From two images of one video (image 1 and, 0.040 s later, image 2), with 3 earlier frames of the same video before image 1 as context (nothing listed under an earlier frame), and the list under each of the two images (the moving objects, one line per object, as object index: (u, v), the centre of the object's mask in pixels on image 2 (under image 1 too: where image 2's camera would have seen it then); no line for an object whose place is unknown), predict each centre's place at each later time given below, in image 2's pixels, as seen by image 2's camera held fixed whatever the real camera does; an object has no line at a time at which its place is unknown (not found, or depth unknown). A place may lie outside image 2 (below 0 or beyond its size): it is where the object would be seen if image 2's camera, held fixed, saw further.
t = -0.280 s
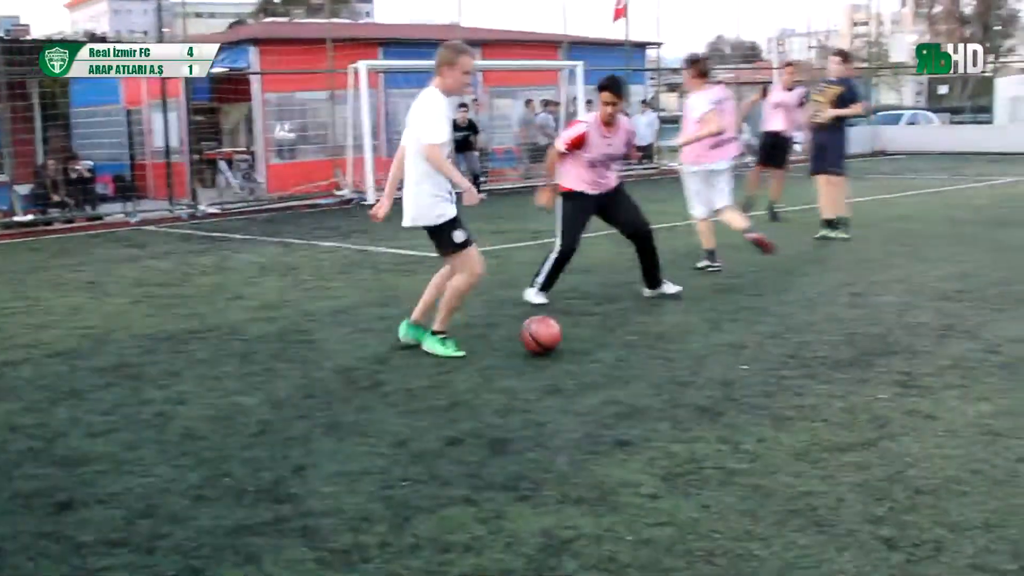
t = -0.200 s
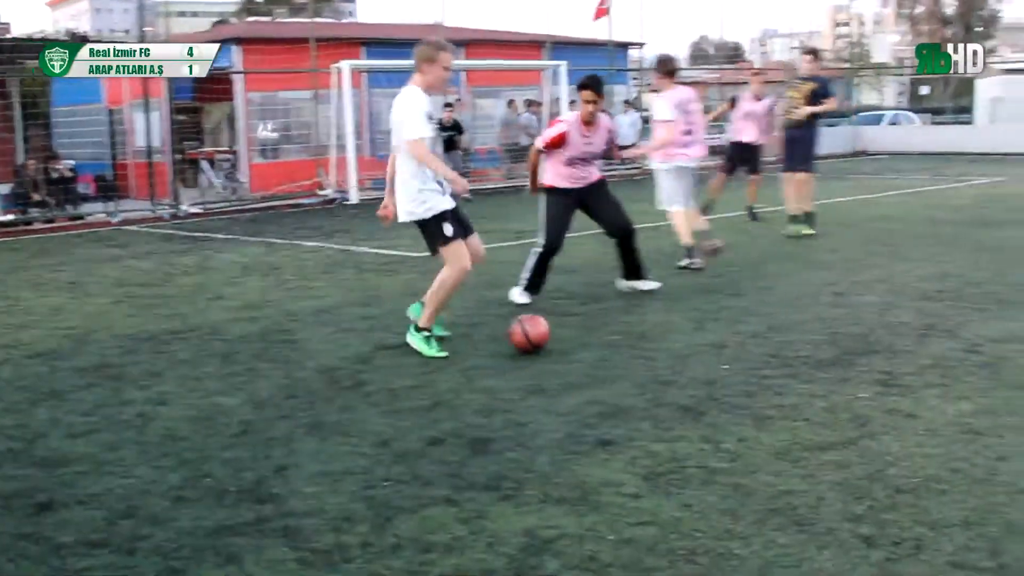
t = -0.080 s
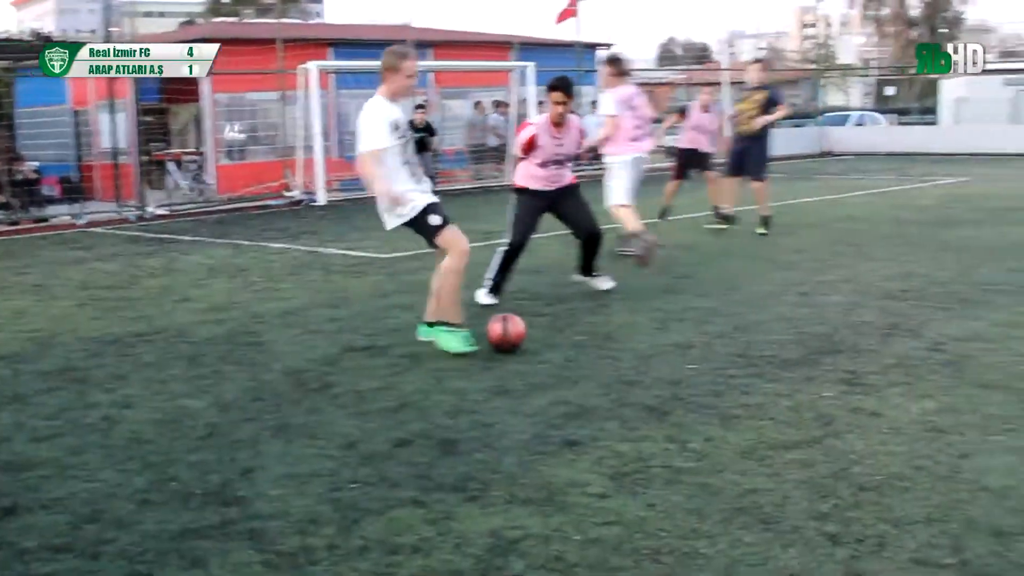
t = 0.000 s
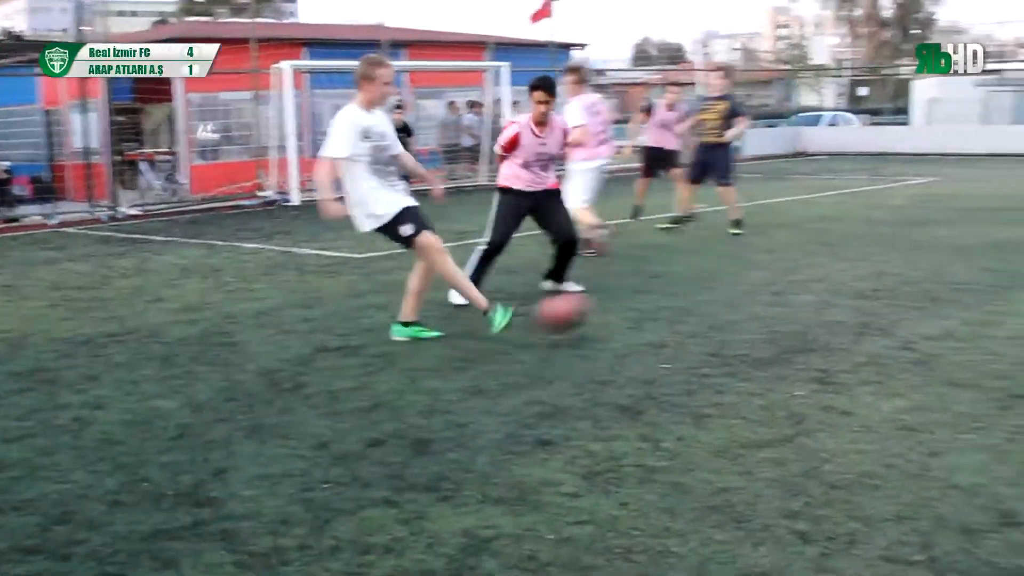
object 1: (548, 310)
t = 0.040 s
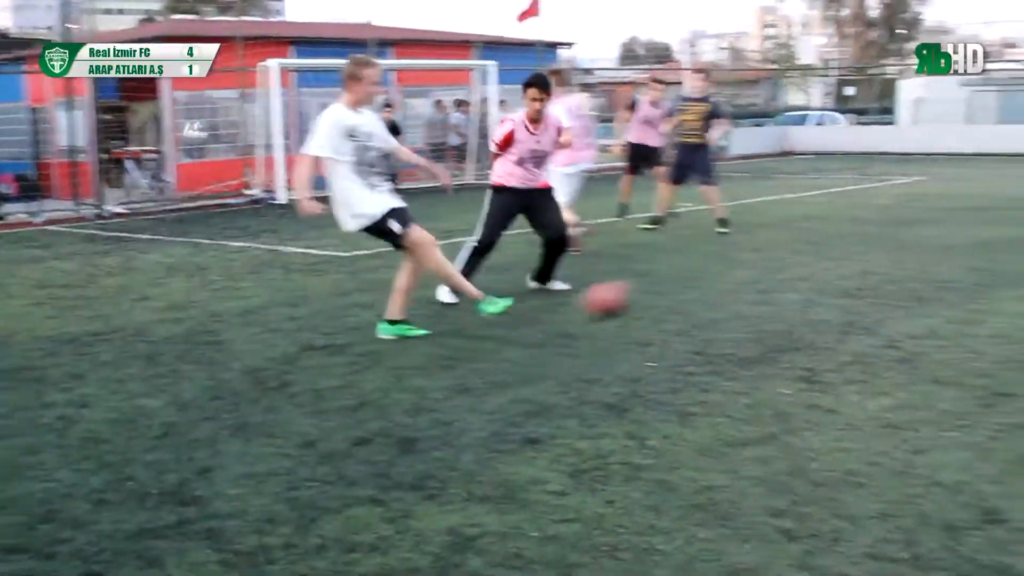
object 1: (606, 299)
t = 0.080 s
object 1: (662, 292)
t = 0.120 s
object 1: (718, 287)
